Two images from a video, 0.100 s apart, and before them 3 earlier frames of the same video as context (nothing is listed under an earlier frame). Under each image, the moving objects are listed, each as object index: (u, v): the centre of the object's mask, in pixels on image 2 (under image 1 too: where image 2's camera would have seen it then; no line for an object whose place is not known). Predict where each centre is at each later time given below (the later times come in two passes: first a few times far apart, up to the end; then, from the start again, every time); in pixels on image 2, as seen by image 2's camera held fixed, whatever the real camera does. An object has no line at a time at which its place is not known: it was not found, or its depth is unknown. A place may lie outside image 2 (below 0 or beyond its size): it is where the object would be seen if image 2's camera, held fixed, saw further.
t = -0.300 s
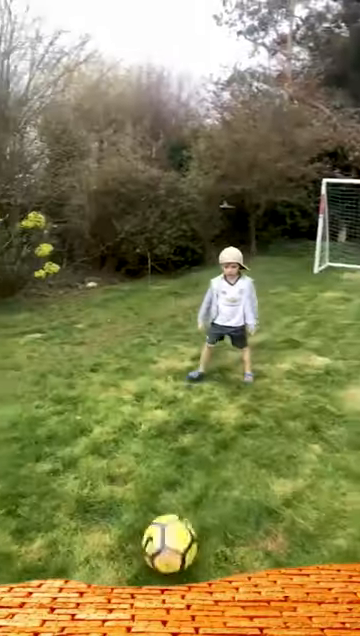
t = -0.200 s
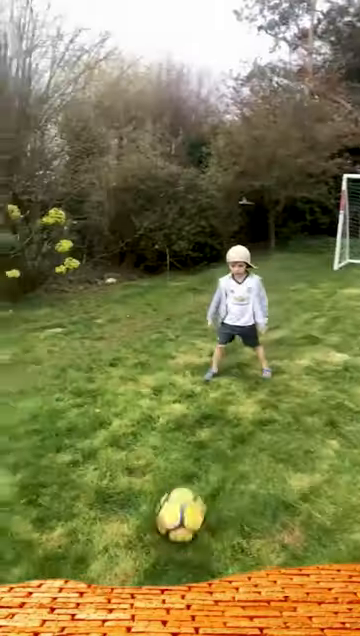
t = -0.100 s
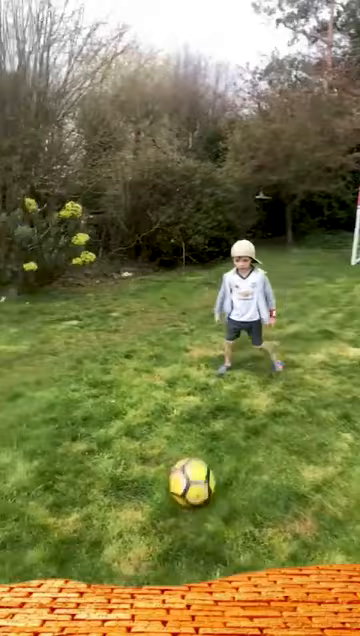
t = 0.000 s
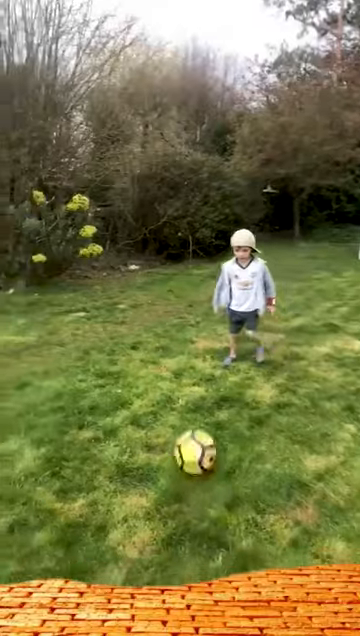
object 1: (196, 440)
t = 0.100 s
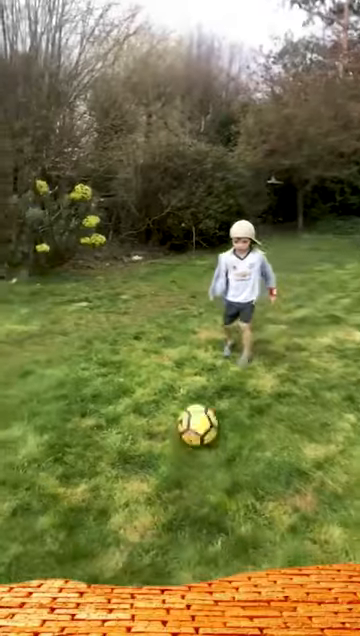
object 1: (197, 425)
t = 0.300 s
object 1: (197, 408)
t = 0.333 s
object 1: (196, 407)
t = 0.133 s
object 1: (198, 420)
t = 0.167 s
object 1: (197, 417)
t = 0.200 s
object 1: (197, 414)
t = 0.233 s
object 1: (197, 412)
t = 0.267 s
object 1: (197, 411)
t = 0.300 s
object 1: (197, 408)
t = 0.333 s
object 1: (196, 407)
